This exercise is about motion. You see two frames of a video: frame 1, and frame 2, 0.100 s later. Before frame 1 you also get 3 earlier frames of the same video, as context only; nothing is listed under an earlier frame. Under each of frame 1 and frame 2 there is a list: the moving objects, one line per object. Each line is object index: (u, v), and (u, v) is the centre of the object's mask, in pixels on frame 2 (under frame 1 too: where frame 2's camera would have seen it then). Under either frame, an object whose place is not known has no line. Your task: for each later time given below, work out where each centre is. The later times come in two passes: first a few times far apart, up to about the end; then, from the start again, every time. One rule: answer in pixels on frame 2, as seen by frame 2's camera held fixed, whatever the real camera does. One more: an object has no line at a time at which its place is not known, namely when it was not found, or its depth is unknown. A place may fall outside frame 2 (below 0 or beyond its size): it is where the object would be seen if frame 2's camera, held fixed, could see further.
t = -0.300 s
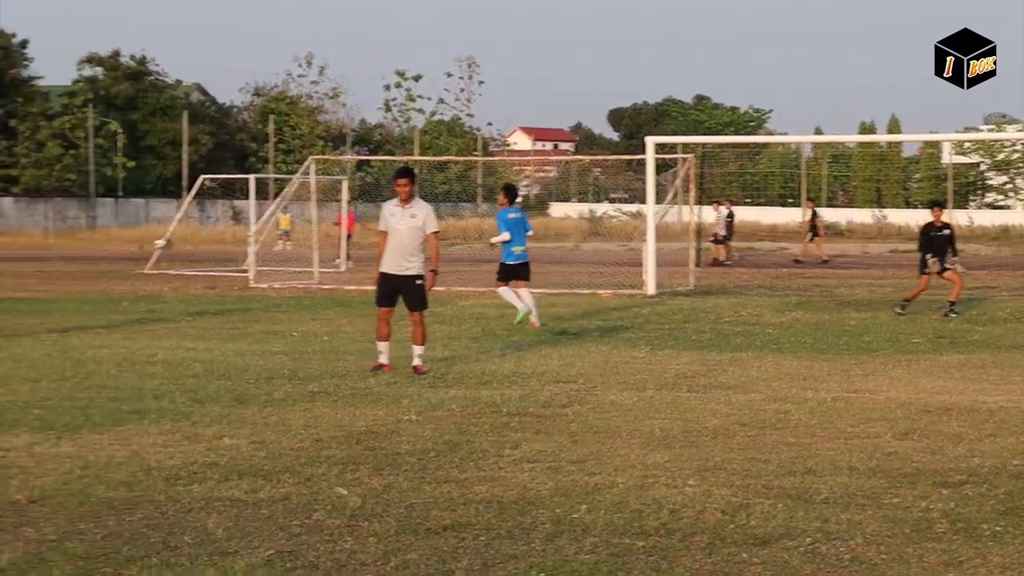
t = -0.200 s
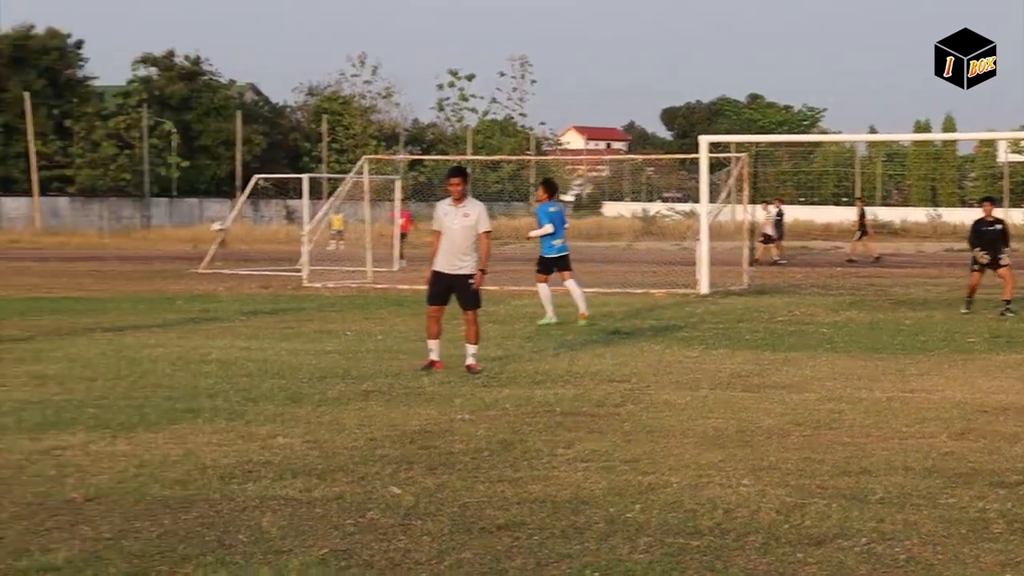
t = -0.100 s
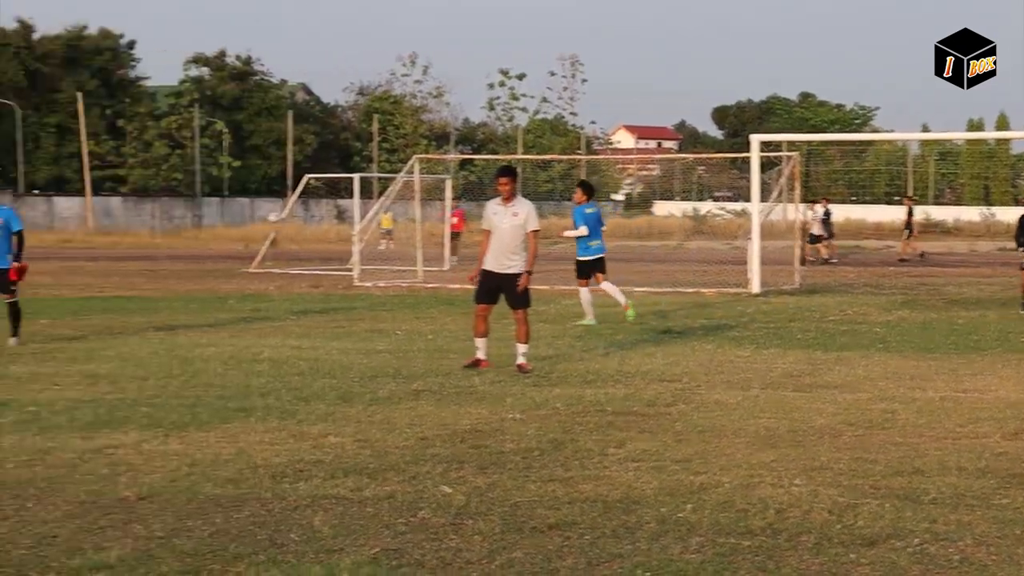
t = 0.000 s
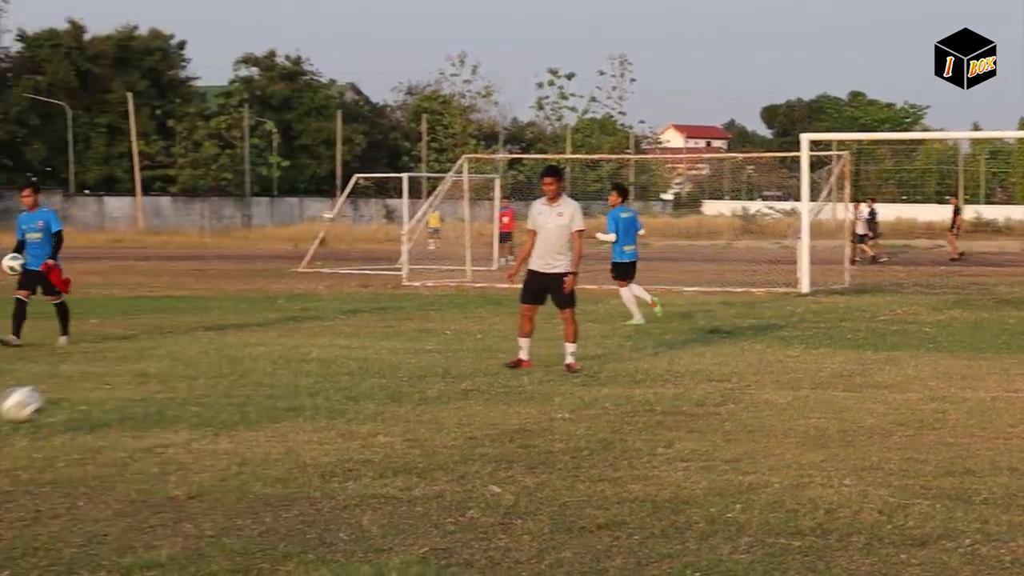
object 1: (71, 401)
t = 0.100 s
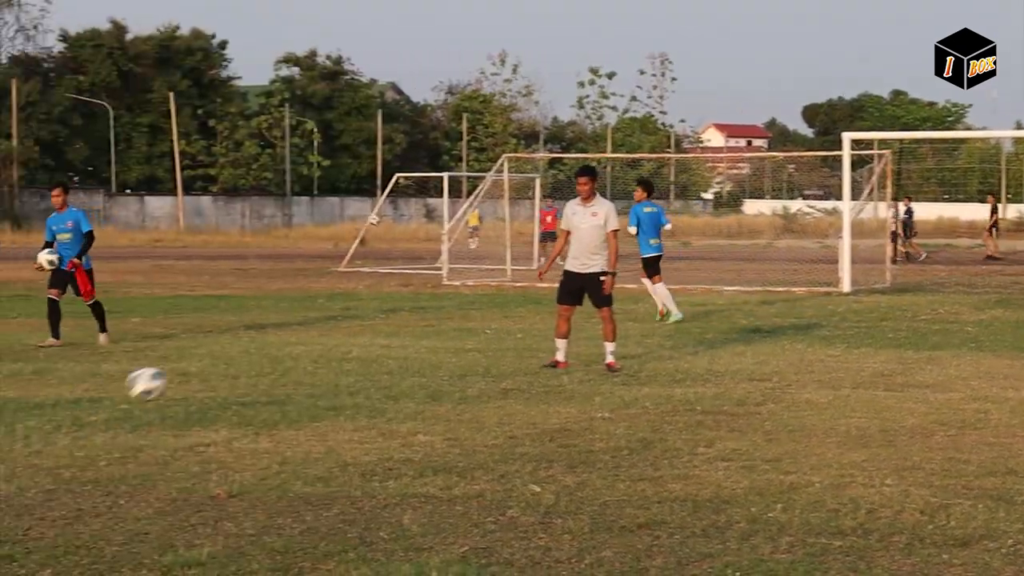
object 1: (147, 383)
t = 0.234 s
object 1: (237, 386)
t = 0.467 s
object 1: (351, 342)
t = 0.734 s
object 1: (453, 357)
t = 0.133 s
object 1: (169, 381)
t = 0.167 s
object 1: (193, 380)
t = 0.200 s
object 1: (214, 382)
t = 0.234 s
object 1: (237, 386)
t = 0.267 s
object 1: (259, 389)
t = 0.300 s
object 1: (275, 377)
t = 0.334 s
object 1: (291, 367)
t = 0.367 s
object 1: (307, 357)
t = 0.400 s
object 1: (322, 350)
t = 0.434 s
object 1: (338, 345)
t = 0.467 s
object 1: (351, 342)
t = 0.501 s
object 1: (366, 340)
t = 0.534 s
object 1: (378, 340)
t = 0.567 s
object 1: (393, 341)
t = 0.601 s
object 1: (405, 344)
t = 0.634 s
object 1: (418, 349)
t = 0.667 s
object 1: (430, 355)
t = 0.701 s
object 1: (441, 362)
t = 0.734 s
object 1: (453, 357)
